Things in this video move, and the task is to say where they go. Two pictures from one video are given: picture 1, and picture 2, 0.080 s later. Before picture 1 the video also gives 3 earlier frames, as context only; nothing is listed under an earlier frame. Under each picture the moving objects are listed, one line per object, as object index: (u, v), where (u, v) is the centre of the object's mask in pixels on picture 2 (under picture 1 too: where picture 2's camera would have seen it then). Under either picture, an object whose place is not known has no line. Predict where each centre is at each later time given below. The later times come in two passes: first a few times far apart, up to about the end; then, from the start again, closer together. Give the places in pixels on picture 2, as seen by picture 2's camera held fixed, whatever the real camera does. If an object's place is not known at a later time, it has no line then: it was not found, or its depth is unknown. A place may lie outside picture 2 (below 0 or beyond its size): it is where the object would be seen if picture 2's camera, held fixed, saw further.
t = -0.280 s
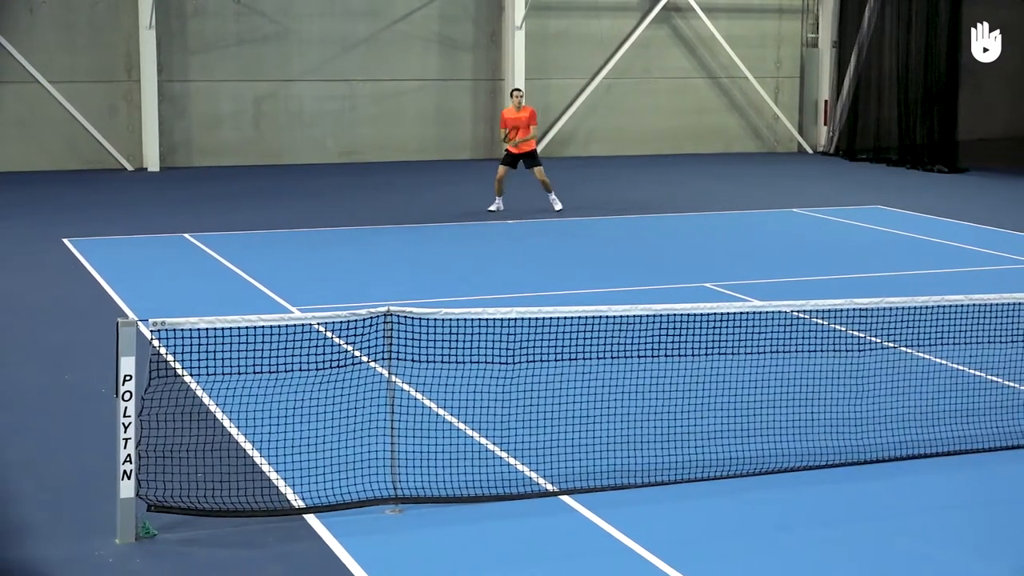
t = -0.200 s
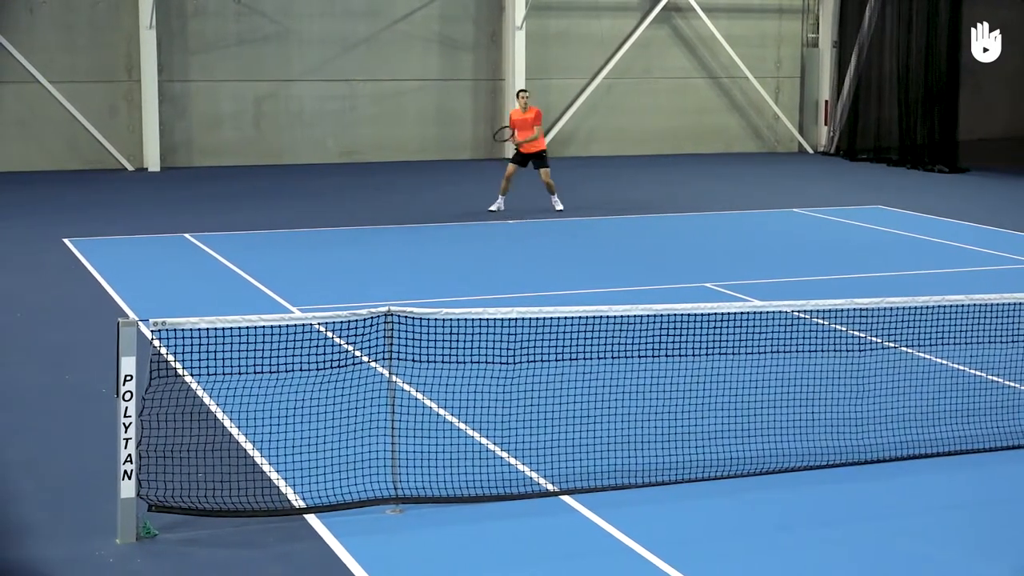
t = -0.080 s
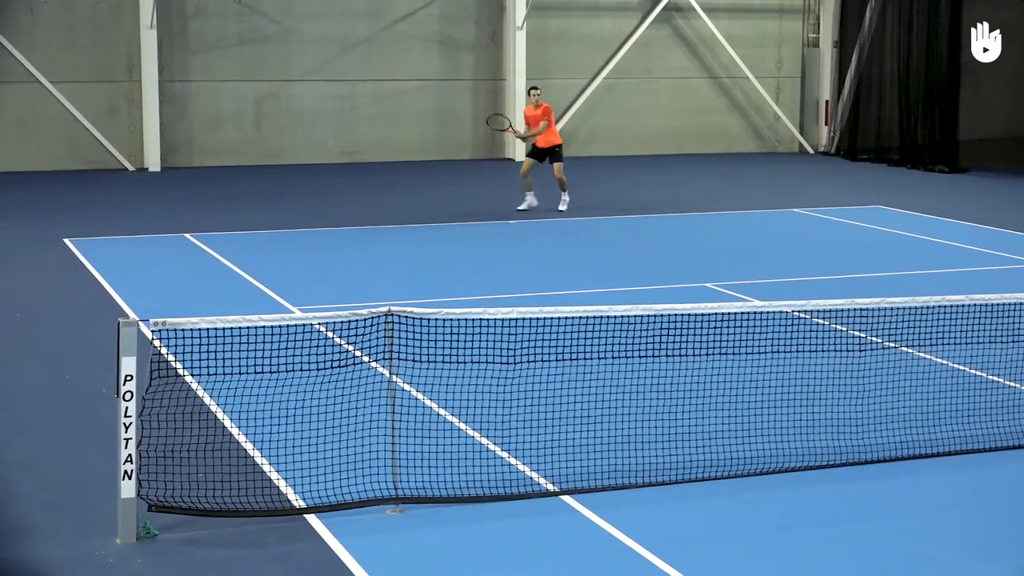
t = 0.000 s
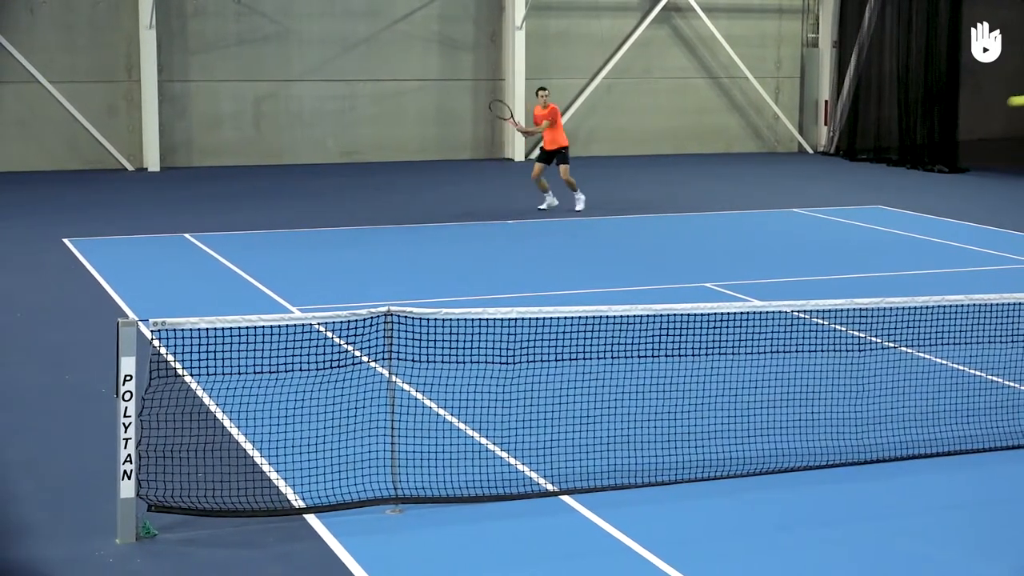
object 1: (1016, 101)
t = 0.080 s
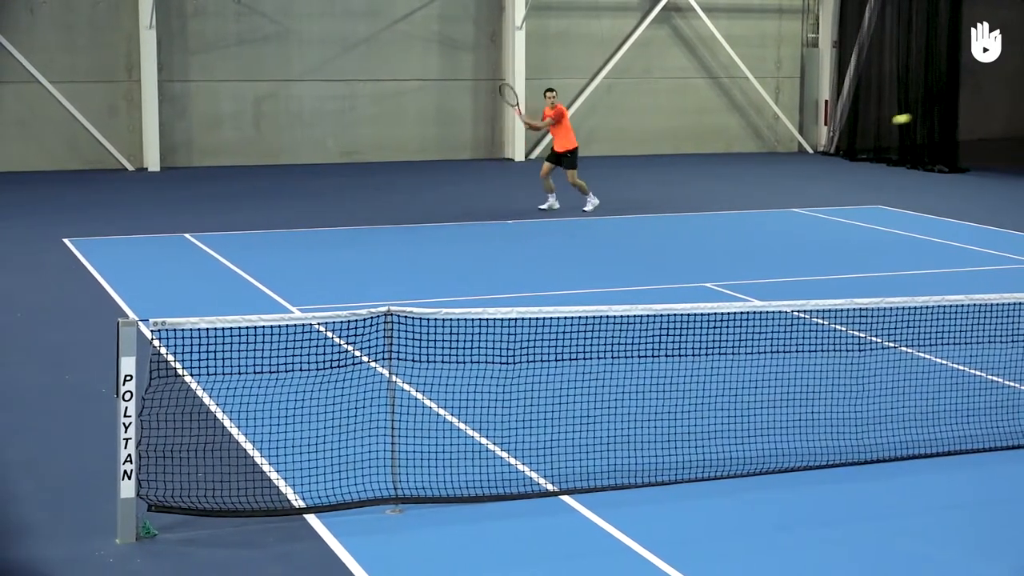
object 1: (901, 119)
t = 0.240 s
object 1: (738, 169)
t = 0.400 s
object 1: (632, 228)
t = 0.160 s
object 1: (812, 142)
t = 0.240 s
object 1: (738, 169)
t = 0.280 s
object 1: (708, 182)
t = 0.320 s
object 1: (680, 197)
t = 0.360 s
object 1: (655, 212)
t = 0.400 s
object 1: (632, 228)
